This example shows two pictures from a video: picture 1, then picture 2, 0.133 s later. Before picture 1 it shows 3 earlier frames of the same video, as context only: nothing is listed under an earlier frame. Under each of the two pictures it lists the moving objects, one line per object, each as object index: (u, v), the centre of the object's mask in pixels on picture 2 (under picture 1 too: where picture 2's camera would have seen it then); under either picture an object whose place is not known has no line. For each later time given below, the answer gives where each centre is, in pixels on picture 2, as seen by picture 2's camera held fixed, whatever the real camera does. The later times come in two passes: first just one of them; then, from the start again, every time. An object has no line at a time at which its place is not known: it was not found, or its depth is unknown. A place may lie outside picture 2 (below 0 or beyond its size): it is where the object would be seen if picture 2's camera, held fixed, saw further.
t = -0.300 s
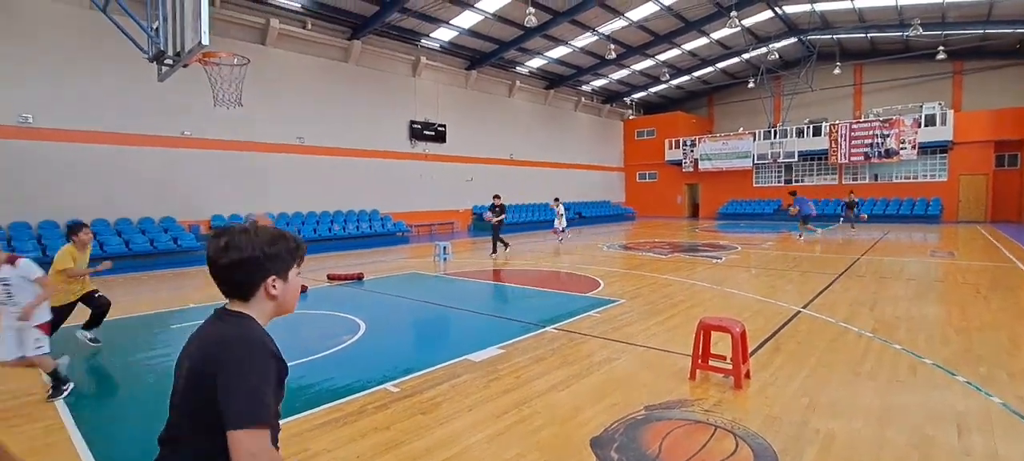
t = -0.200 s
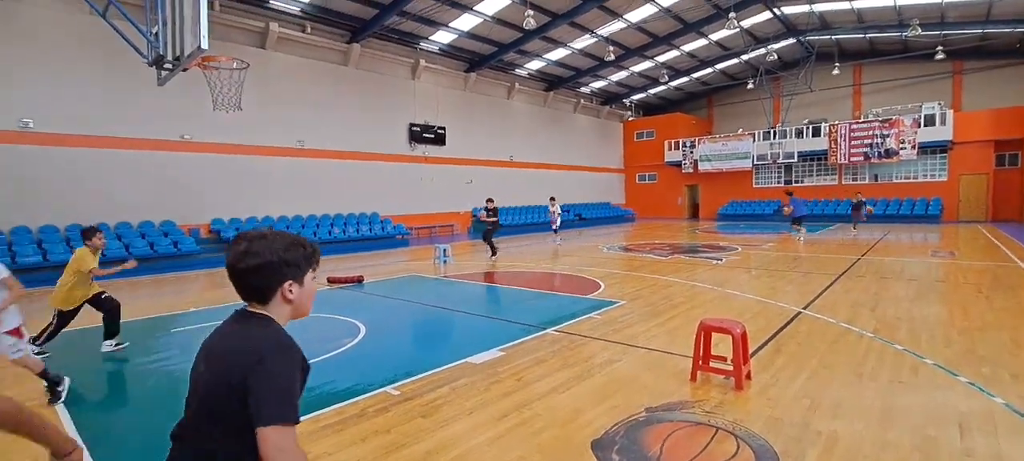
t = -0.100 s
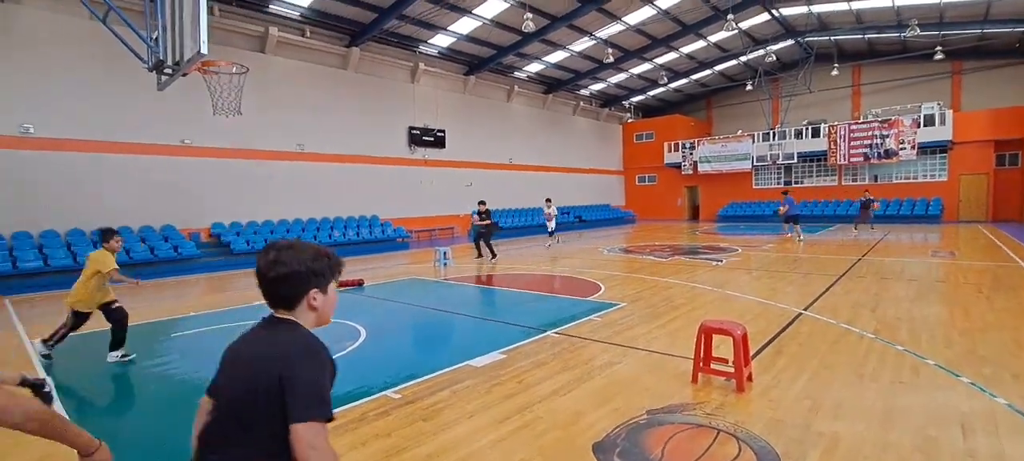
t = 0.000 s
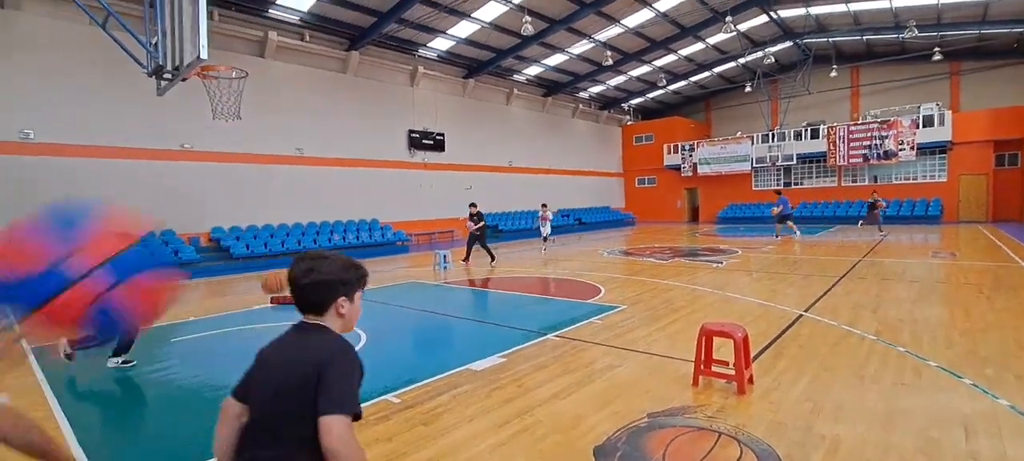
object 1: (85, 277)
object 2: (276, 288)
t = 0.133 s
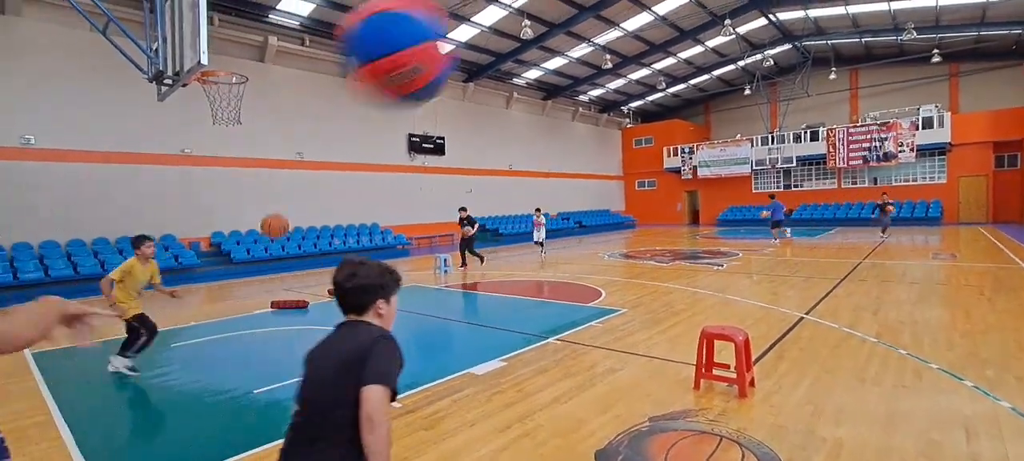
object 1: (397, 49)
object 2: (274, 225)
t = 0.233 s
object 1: (542, 14)
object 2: (275, 189)
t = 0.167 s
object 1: (451, 32)
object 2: (274, 212)
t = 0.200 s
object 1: (503, 21)
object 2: (275, 200)
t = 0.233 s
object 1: (542, 14)
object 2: (275, 189)
